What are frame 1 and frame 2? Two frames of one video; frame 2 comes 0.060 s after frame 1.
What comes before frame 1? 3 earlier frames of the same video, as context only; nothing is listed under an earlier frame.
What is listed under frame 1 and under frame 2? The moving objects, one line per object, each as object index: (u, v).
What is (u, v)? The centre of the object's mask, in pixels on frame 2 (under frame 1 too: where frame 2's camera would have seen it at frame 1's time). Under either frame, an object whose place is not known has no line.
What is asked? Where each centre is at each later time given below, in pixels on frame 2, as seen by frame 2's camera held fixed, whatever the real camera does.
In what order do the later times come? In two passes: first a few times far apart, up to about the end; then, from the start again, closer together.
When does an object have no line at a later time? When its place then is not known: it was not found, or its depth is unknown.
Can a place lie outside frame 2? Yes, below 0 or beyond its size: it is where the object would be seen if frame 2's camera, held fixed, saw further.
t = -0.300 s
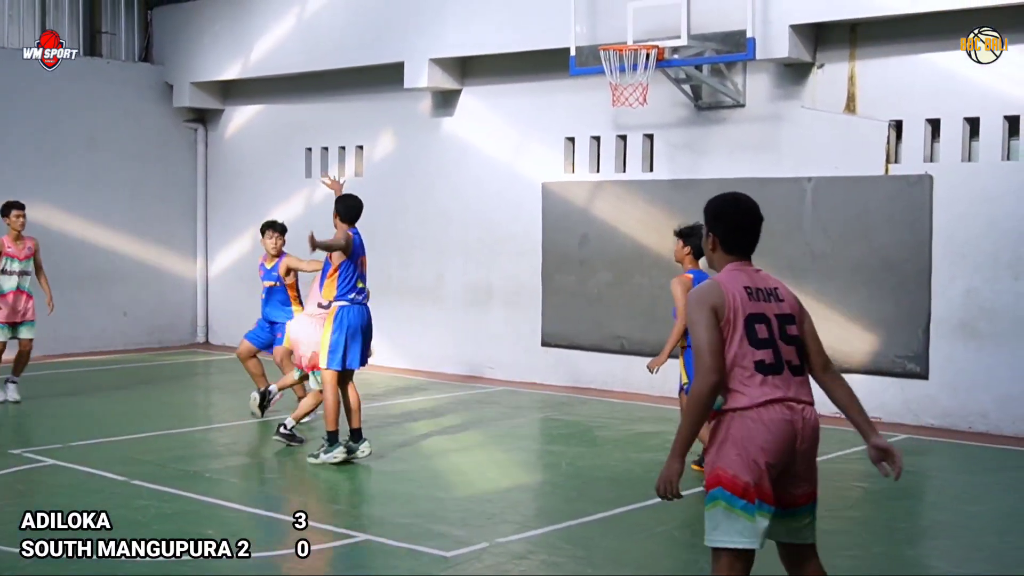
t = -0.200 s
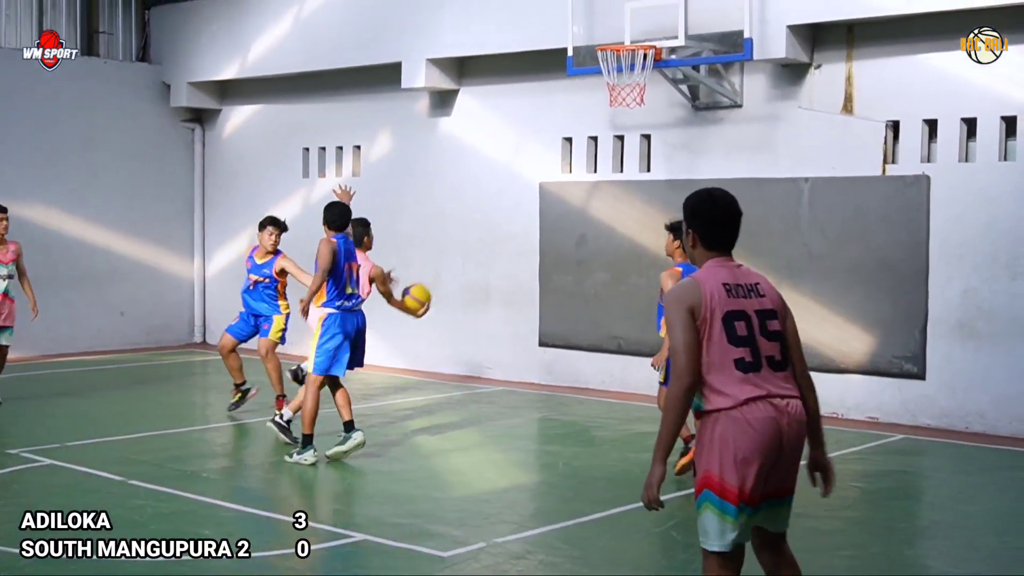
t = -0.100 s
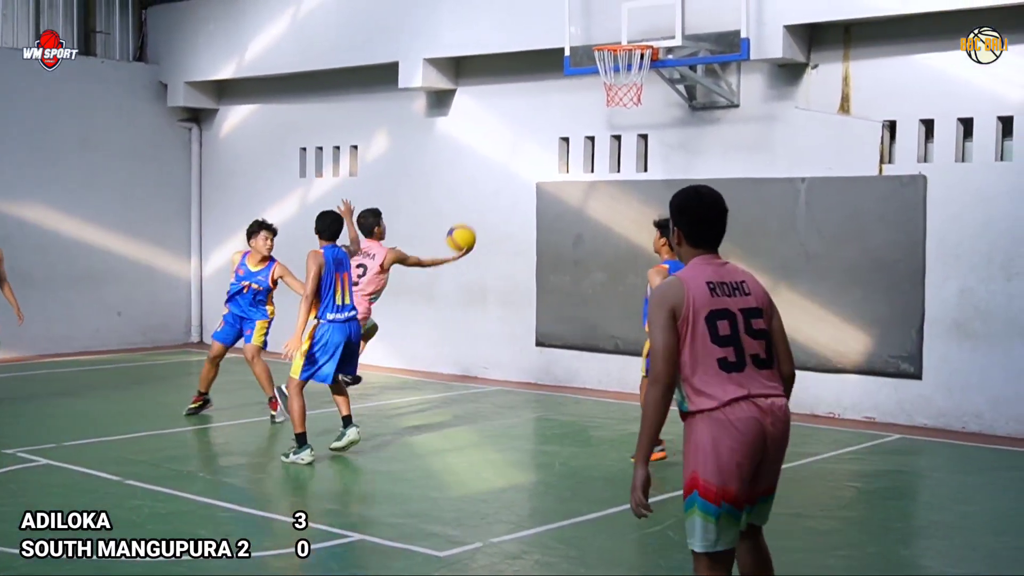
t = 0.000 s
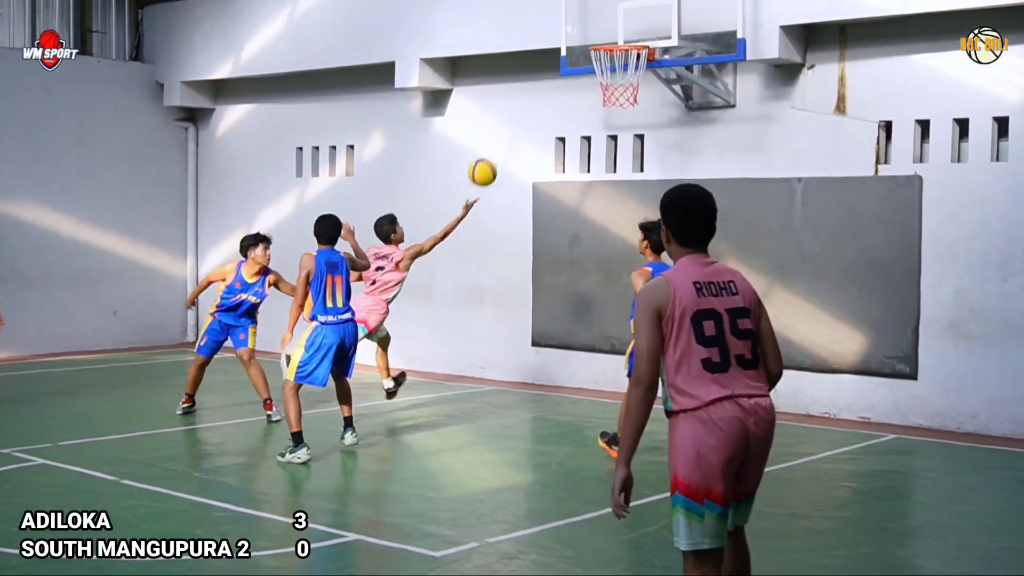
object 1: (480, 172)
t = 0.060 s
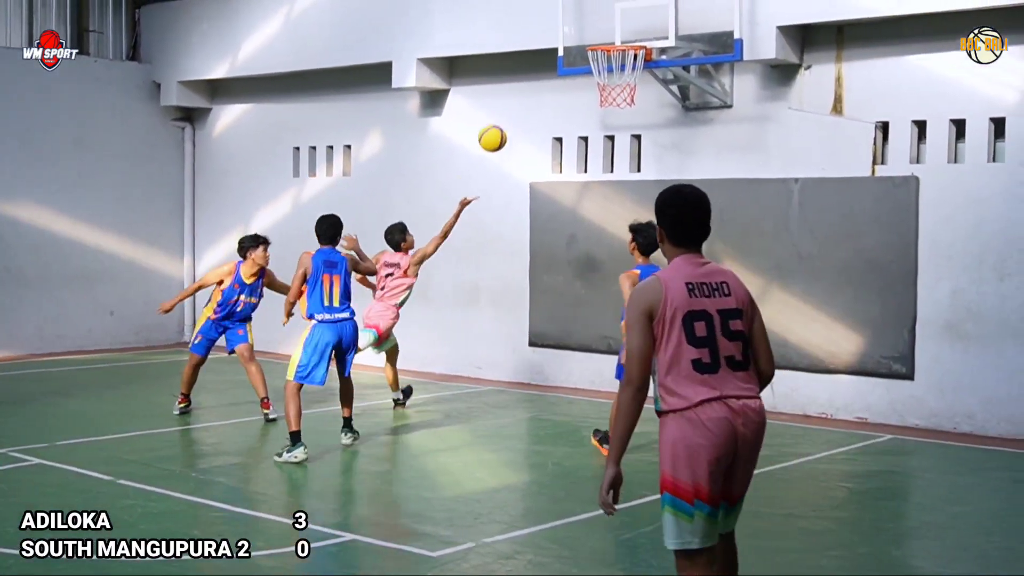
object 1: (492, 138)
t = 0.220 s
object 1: (524, 70)
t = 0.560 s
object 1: (588, 33)
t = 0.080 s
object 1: (496, 128)
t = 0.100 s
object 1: (500, 119)
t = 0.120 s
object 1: (504, 109)
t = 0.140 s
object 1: (508, 100)
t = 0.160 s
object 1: (512, 91)
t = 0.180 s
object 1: (516, 84)
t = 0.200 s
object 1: (520, 76)
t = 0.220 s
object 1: (524, 70)
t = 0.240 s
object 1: (528, 64)
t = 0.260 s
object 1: (532, 58)
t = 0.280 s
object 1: (536, 53)
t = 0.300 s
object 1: (540, 48)
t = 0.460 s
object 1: (571, 30)
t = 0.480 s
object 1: (574, 29)
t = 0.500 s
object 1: (578, 30)
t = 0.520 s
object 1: (581, 31)
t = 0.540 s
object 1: (585, 32)
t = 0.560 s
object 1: (588, 33)
